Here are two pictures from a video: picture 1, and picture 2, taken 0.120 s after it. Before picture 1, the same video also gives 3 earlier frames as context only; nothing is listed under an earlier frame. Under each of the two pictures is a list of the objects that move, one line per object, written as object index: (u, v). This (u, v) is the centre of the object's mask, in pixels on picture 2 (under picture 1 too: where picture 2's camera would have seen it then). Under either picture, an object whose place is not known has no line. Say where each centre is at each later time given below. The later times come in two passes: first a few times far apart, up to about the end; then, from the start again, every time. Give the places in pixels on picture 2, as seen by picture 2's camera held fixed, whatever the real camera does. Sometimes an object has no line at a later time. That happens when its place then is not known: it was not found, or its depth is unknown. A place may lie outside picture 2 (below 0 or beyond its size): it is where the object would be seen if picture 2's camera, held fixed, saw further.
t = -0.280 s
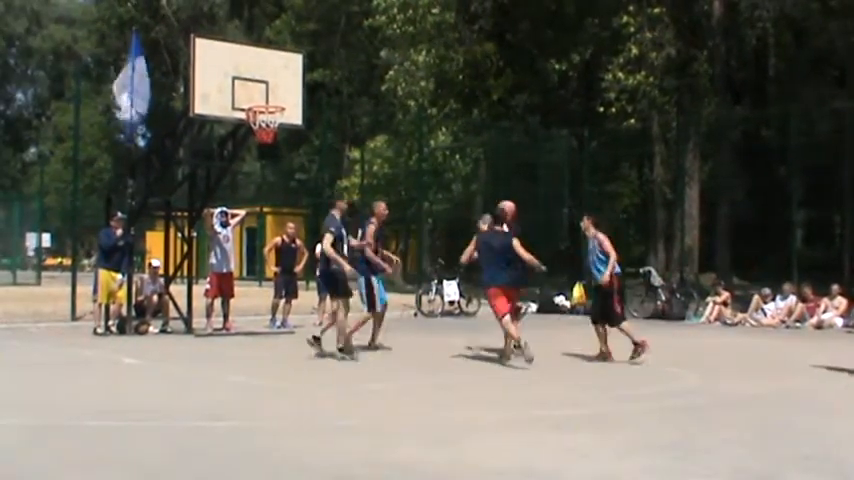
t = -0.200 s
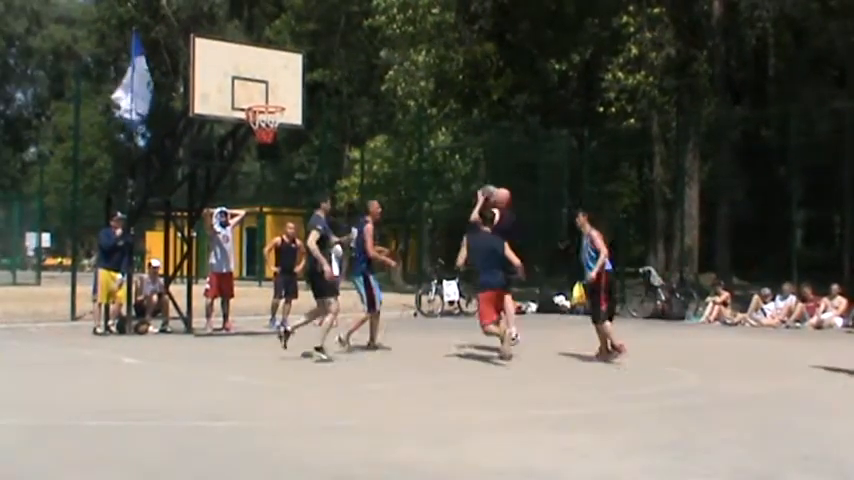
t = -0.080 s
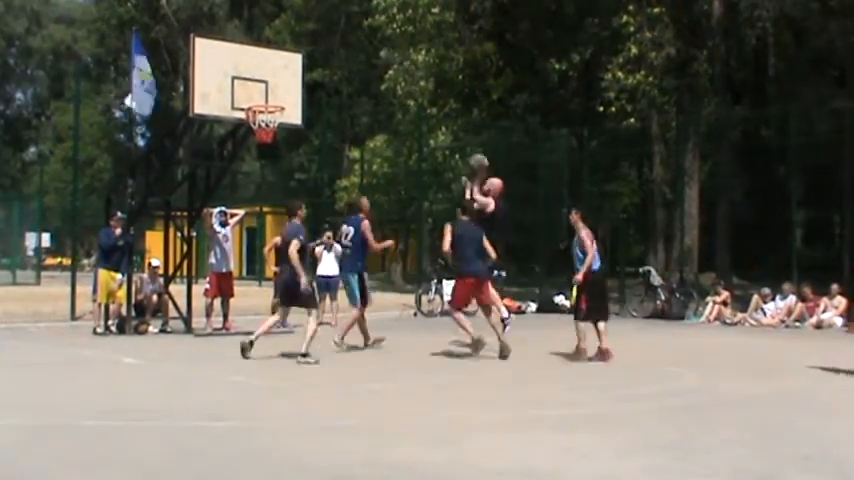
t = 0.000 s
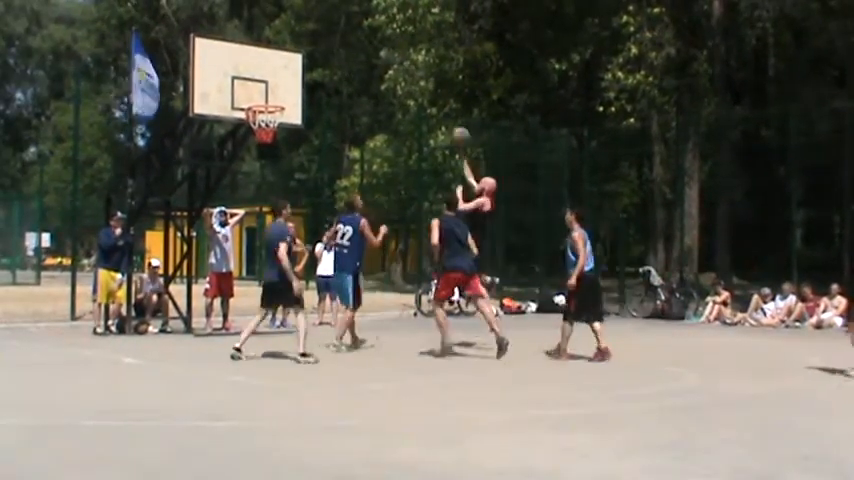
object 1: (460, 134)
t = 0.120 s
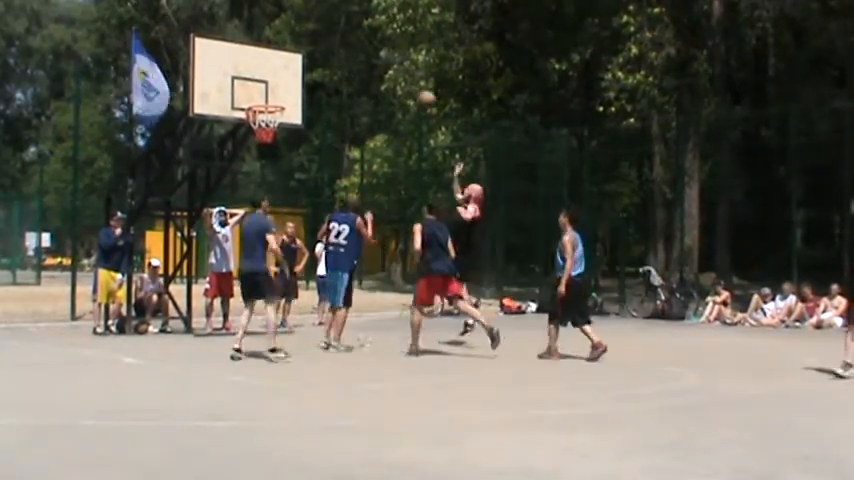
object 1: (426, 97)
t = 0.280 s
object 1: (381, 66)
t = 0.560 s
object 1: (302, 59)
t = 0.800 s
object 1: (248, 97)
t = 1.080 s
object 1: (276, 82)
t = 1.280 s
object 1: (298, 105)
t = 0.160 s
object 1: (415, 87)
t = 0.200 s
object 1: (403, 80)
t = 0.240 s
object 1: (391, 71)
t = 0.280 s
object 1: (381, 66)
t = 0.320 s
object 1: (370, 63)
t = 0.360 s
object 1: (358, 59)
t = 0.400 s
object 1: (346, 56)
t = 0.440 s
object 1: (335, 55)
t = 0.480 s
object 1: (323, 55)
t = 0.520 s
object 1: (313, 55)
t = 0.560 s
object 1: (302, 59)
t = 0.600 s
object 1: (291, 64)
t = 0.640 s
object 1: (280, 69)
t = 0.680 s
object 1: (269, 75)
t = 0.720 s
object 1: (259, 83)
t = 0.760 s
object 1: (246, 96)
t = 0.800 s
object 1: (248, 97)
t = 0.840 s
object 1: (250, 96)
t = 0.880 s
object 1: (255, 91)
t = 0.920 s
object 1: (259, 87)
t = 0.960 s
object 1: (264, 84)
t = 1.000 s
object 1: (268, 82)
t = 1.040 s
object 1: (272, 81)
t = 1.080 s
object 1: (276, 82)
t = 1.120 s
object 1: (281, 84)
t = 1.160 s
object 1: (285, 87)
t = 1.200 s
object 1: (289, 92)
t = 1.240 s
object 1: (293, 98)
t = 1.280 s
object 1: (298, 105)
